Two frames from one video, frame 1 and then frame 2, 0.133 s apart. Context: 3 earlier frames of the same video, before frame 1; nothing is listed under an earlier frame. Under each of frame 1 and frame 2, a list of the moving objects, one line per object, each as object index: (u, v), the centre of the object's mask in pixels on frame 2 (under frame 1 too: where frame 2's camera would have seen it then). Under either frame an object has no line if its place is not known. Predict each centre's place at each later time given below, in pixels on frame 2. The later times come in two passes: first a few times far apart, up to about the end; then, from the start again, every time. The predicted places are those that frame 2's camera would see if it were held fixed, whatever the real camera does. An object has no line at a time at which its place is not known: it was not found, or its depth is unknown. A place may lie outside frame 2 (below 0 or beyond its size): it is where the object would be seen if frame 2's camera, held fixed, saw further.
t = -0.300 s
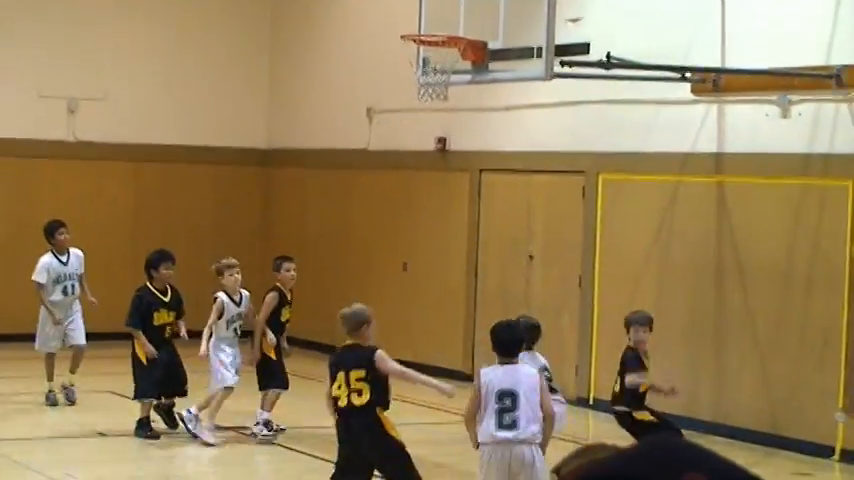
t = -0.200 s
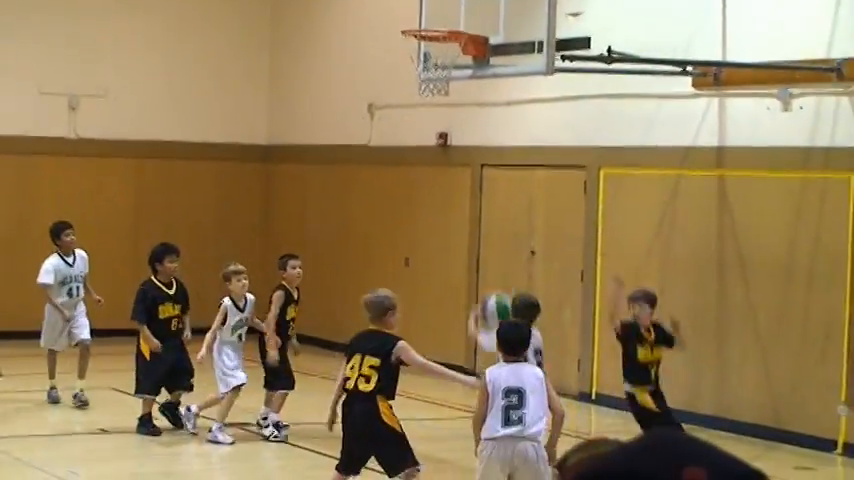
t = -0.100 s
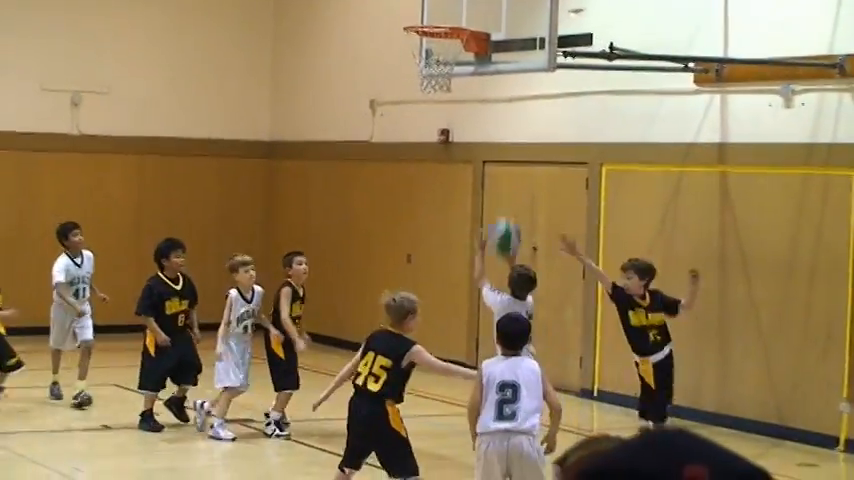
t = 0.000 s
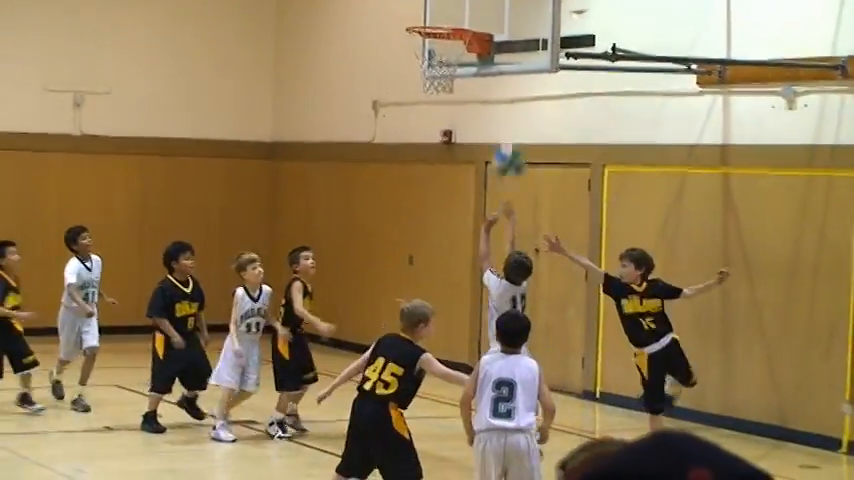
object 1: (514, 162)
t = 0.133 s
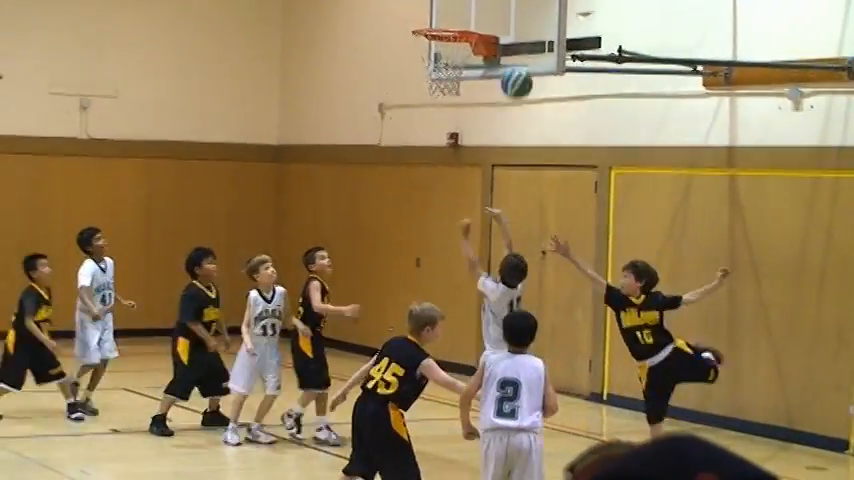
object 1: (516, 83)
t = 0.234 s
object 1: (517, 42)
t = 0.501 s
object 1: (502, 7)
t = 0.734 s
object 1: (485, 11)
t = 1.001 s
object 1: (502, 65)
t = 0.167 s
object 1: (516, 66)
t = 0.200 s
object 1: (516, 53)
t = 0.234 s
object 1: (517, 42)
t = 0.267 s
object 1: (518, 31)
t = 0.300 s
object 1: (519, 23)
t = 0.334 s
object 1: (520, 16)
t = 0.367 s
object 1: (521, 10)
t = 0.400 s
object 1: (520, 8)
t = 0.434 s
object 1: (519, 7)
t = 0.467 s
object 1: (510, 7)
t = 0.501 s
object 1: (502, 7)
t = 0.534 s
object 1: (494, 8)
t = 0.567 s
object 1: (486, 13)
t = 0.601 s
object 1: (478, 19)
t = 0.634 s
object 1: (478, 17)
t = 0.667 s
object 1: (481, 13)
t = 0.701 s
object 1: (483, 12)
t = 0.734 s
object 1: (485, 11)
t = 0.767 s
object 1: (487, 12)
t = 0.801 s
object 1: (489, 15)
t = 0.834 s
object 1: (492, 19)
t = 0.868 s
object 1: (494, 24)
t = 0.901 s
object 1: (496, 31)
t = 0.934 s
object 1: (498, 42)
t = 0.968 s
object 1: (499, 53)
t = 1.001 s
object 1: (502, 65)
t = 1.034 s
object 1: (504, 80)
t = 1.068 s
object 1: (506, 98)
